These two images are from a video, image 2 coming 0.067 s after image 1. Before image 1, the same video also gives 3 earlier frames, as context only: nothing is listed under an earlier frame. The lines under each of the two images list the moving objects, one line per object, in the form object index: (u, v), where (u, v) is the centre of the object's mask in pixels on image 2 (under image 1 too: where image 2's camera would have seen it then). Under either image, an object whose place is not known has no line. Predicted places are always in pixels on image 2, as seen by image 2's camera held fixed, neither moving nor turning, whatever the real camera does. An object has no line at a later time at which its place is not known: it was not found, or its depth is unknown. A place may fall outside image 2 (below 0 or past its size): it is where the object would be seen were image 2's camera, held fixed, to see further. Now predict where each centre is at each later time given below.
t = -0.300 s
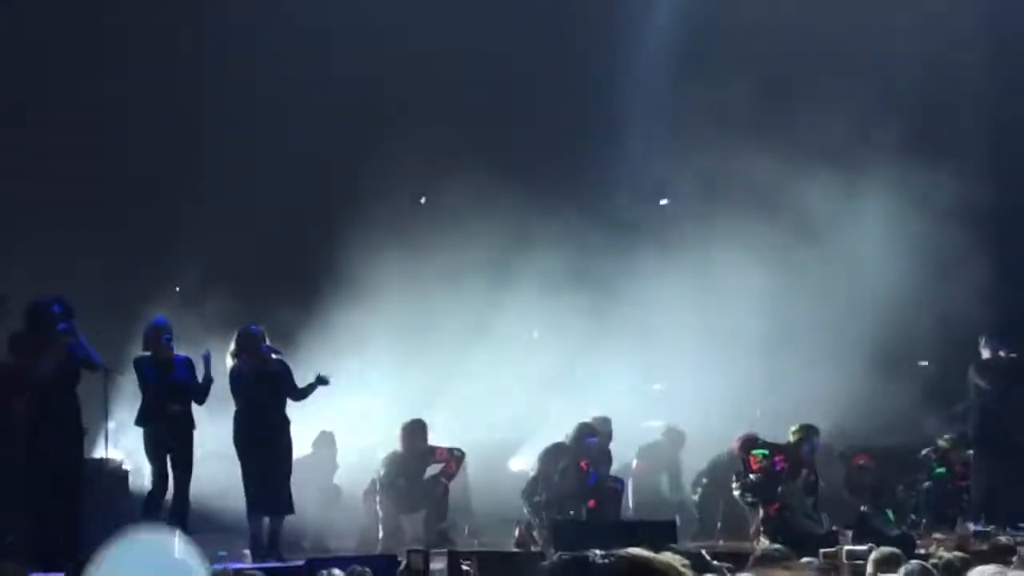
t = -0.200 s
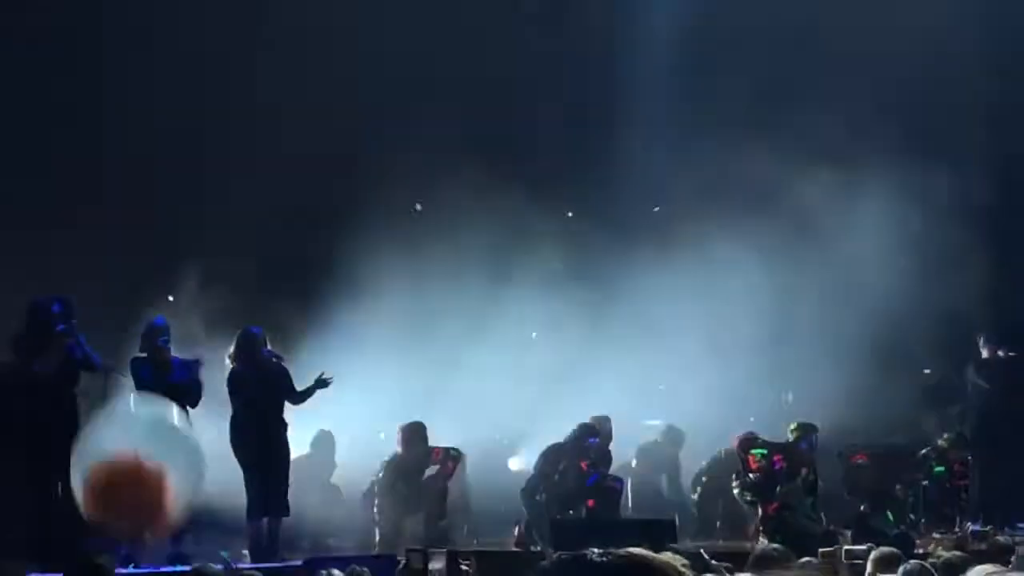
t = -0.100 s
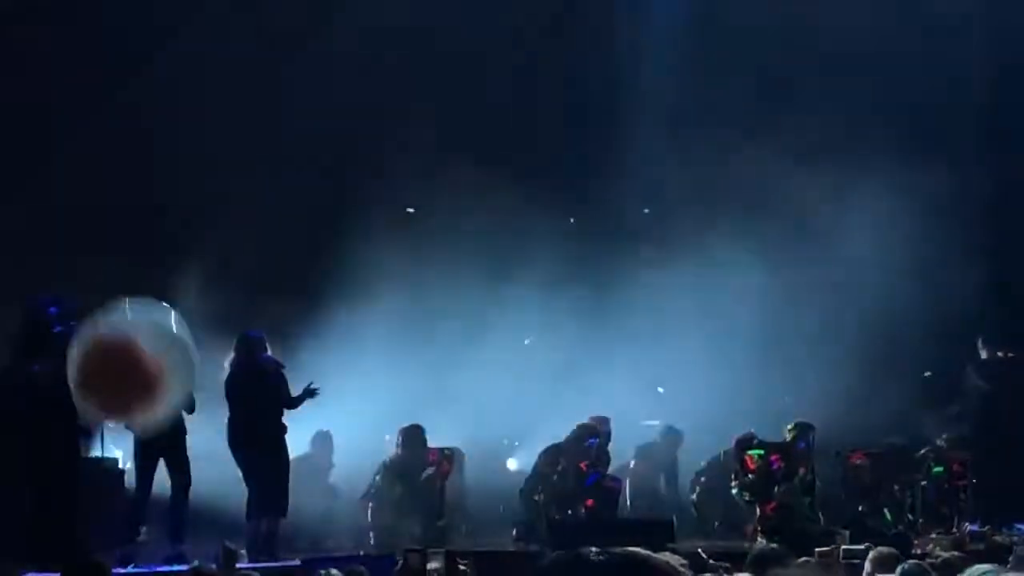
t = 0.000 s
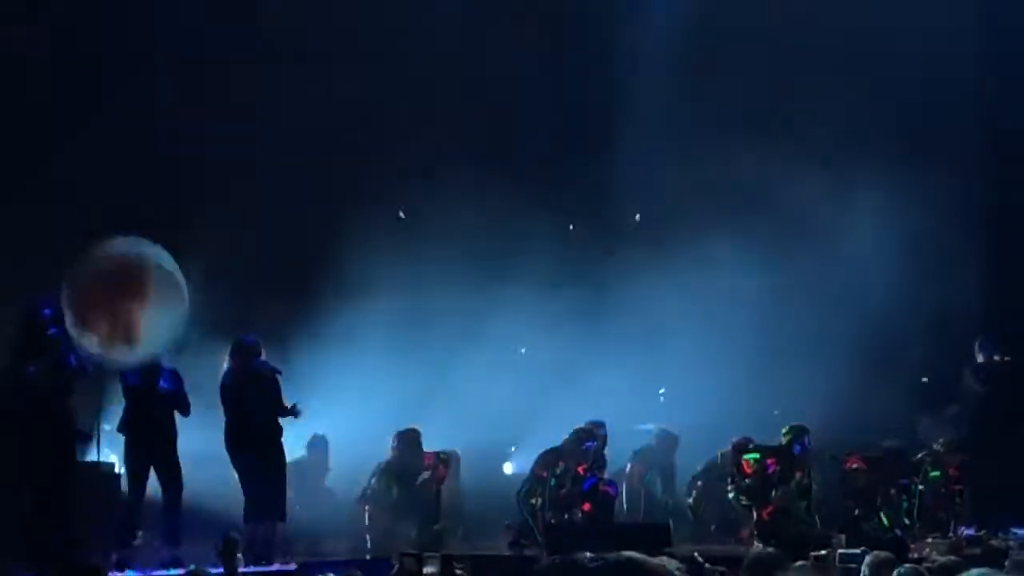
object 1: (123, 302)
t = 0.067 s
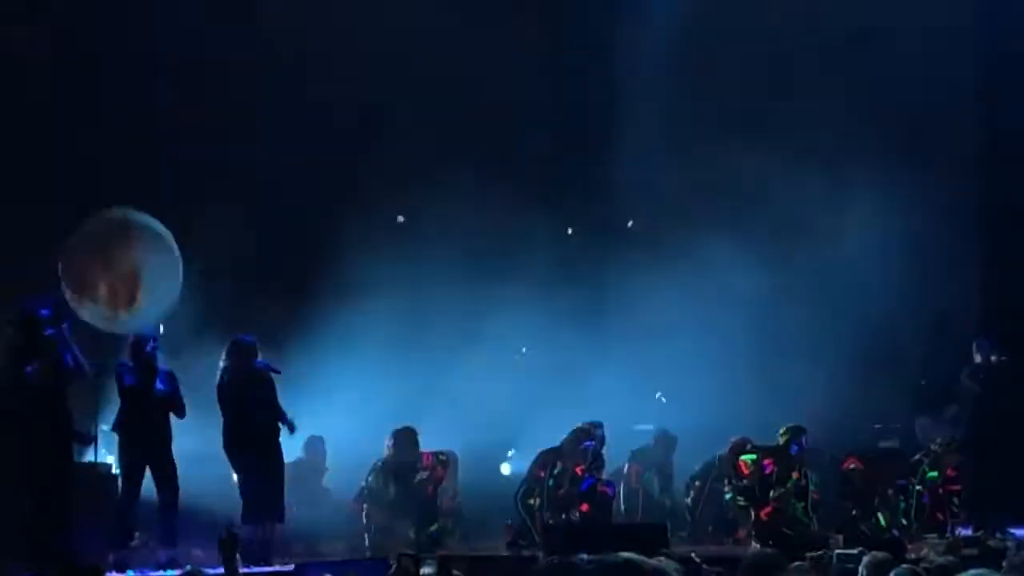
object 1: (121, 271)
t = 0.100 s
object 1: (120, 257)
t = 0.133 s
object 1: (119, 245)
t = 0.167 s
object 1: (118, 234)
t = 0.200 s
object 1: (117, 225)
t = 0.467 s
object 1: (94, 183)
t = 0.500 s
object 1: (88, 188)
